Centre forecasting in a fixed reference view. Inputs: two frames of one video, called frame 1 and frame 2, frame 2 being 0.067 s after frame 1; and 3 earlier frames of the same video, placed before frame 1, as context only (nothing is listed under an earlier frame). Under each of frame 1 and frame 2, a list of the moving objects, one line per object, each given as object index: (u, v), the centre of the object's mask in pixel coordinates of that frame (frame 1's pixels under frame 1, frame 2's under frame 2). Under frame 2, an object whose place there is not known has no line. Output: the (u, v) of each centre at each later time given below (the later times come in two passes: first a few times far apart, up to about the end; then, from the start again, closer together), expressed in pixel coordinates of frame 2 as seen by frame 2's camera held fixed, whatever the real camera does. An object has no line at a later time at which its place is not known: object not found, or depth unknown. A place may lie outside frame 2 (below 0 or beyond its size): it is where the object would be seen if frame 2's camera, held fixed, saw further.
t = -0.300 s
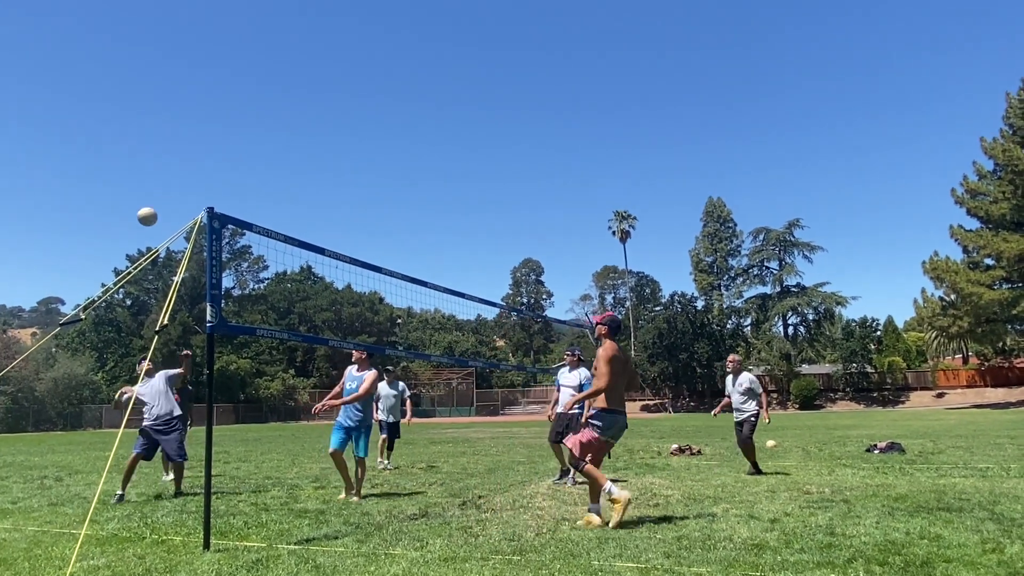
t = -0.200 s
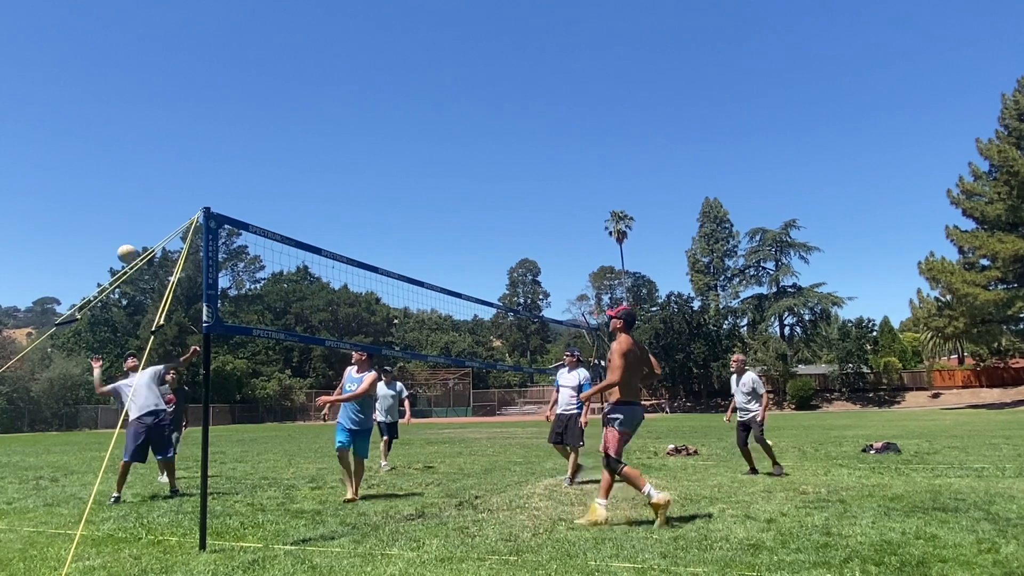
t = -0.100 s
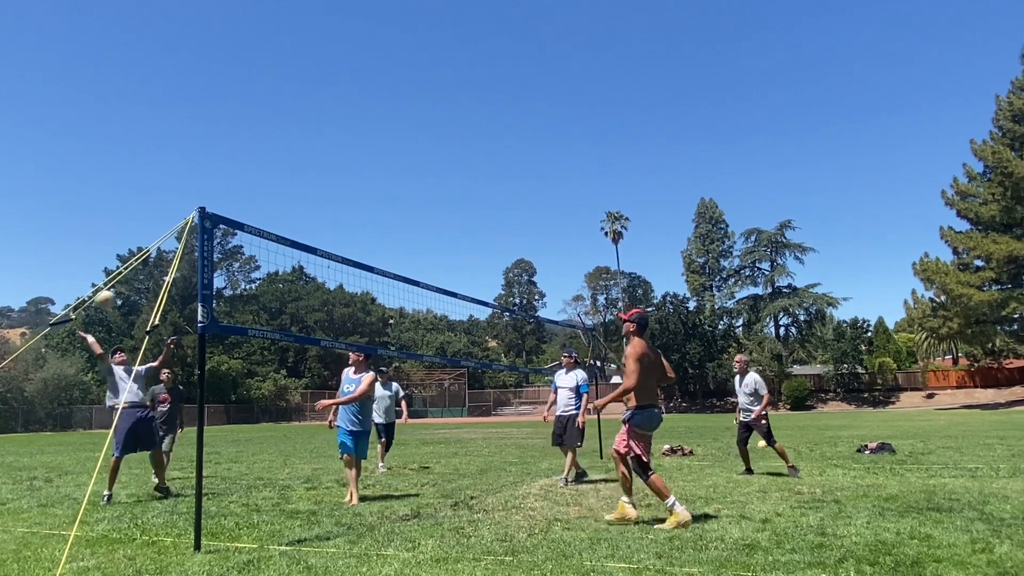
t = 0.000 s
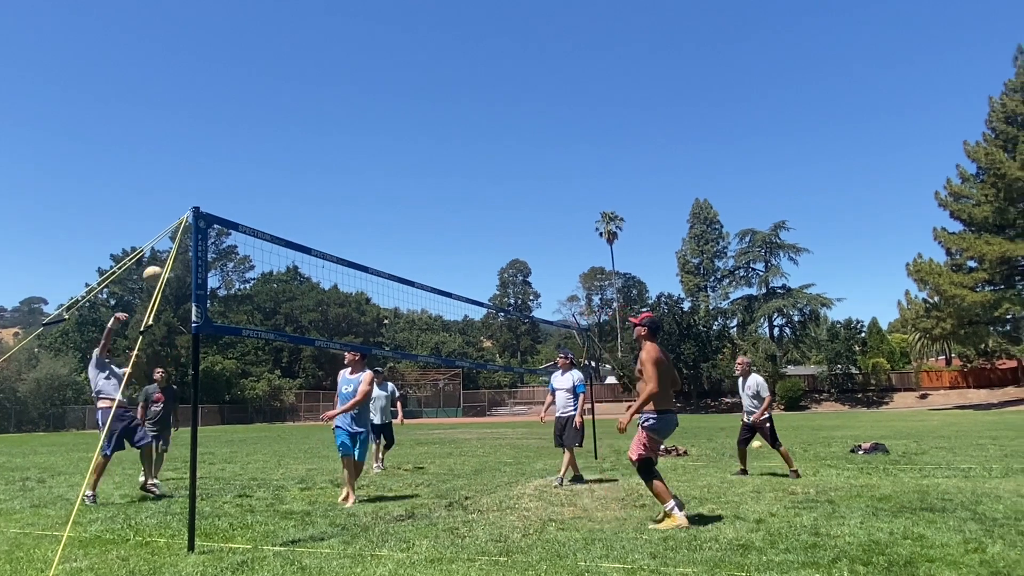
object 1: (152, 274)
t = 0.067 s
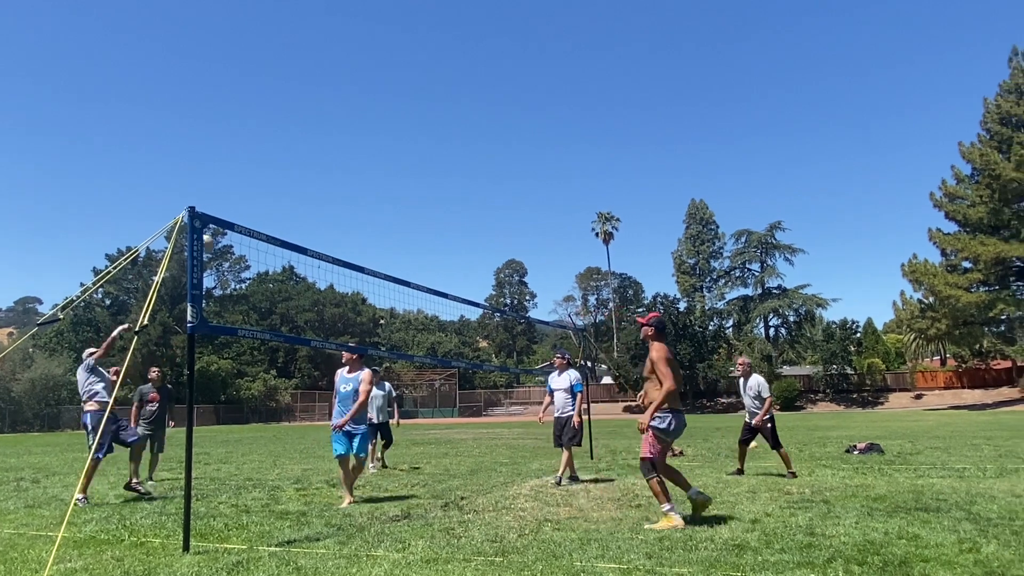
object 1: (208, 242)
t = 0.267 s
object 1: (364, 178)
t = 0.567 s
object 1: (598, 147)
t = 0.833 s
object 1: (807, 189)
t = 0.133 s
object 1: (258, 217)
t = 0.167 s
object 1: (285, 206)
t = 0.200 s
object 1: (311, 195)
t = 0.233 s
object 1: (338, 186)
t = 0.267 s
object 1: (364, 178)
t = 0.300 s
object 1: (390, 170)
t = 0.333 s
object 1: (417, 164)
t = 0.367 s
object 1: (443, 158)
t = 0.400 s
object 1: (469, 154)
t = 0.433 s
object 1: (495, 150)
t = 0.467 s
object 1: (521, 148)
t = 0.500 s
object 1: (546, 147)
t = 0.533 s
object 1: (572, 146)
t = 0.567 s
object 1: (598, 147)
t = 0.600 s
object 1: (624, 149)
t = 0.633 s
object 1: (650, 152)
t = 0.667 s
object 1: (676, 155)
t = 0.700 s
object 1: (702, 159)
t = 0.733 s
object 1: (728, 165)
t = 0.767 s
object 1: (755, 172)
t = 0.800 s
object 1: (781, 180)
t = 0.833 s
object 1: (807, 189)
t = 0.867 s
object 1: (834, 199)
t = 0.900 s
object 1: (861, 210)
